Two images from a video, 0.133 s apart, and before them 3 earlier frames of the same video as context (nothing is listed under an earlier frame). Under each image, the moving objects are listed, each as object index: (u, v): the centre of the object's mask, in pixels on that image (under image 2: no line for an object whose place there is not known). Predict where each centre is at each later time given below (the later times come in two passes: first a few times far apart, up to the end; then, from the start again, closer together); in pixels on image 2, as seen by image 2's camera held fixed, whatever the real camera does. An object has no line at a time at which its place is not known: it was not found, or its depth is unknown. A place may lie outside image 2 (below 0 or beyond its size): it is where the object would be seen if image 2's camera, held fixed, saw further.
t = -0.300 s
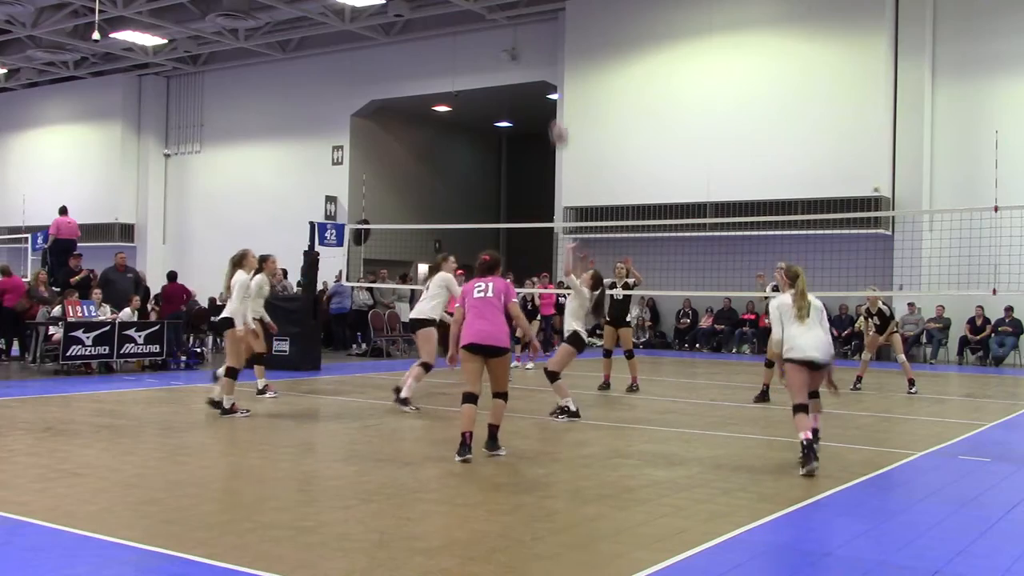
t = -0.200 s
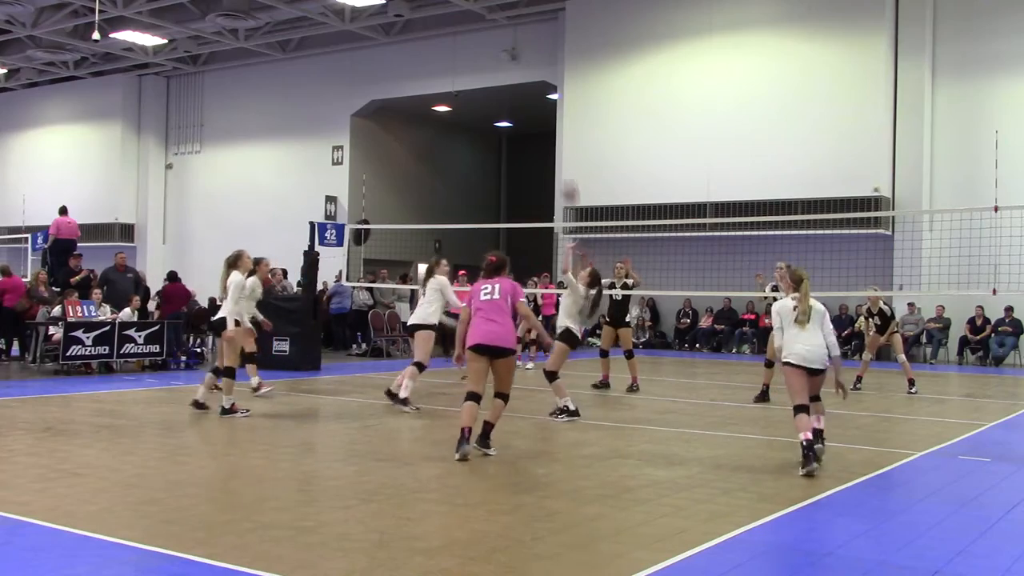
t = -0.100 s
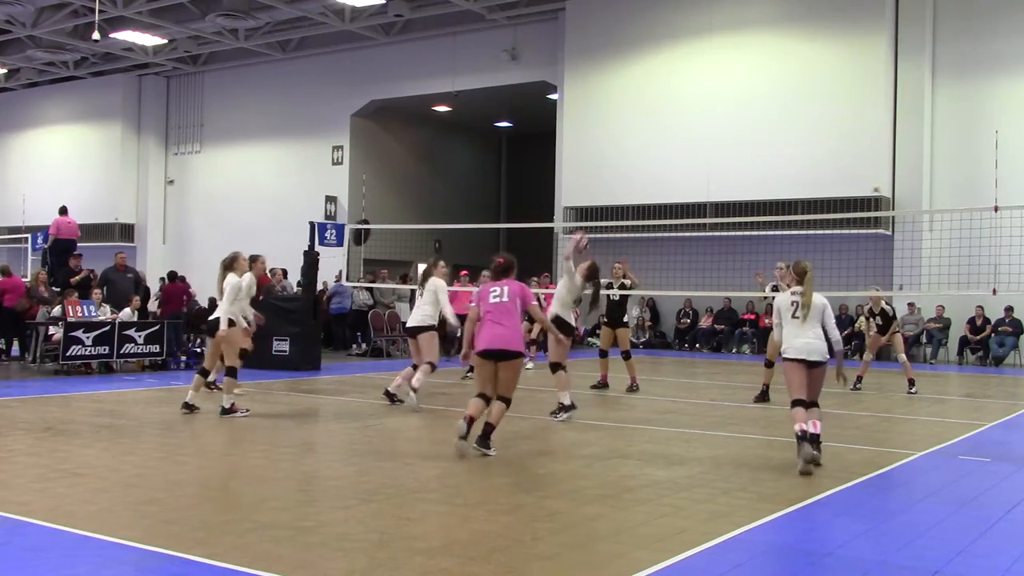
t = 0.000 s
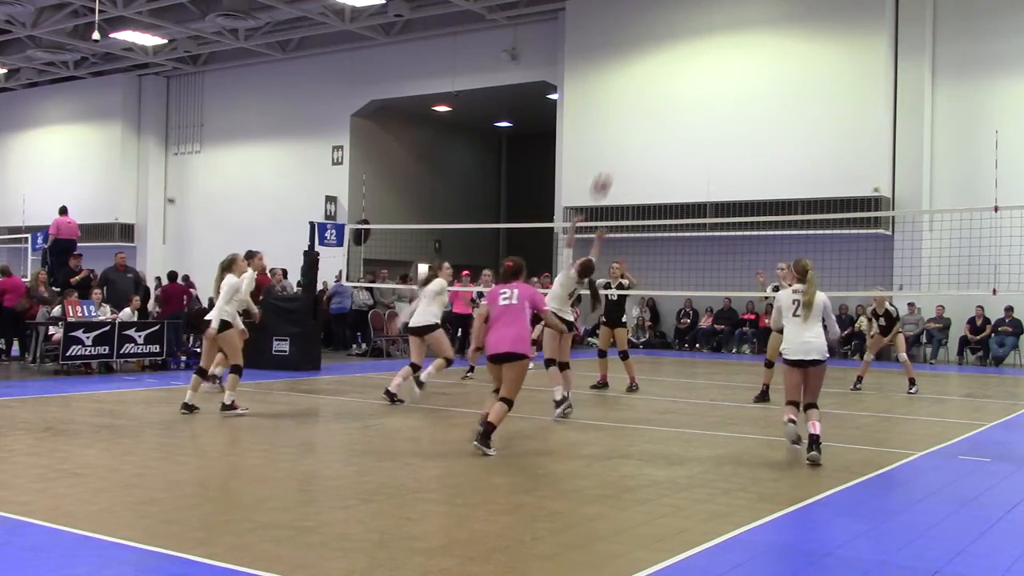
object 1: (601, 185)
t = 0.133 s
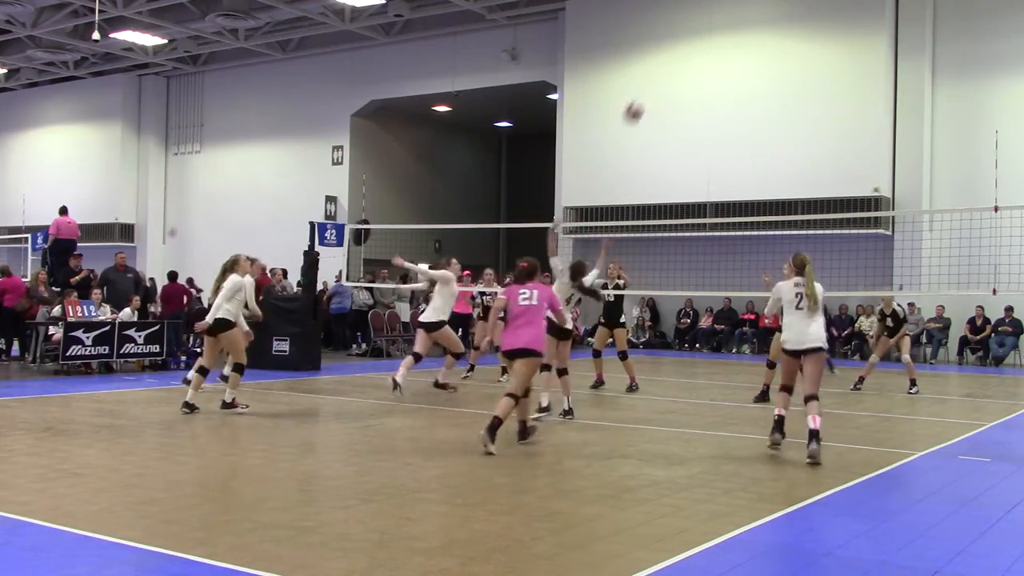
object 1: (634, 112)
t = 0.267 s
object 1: (666, 58)
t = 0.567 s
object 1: (735, 4)
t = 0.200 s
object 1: (650, 82)
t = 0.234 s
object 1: (658, 69)
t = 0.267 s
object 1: (666, 58)
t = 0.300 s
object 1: (674, 47)
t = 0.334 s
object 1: (683, 37)
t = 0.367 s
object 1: (690, 29)
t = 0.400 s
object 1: (698, 22)
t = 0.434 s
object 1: (706, 15)
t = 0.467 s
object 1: (714, 10)
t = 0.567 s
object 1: (735, 4)
